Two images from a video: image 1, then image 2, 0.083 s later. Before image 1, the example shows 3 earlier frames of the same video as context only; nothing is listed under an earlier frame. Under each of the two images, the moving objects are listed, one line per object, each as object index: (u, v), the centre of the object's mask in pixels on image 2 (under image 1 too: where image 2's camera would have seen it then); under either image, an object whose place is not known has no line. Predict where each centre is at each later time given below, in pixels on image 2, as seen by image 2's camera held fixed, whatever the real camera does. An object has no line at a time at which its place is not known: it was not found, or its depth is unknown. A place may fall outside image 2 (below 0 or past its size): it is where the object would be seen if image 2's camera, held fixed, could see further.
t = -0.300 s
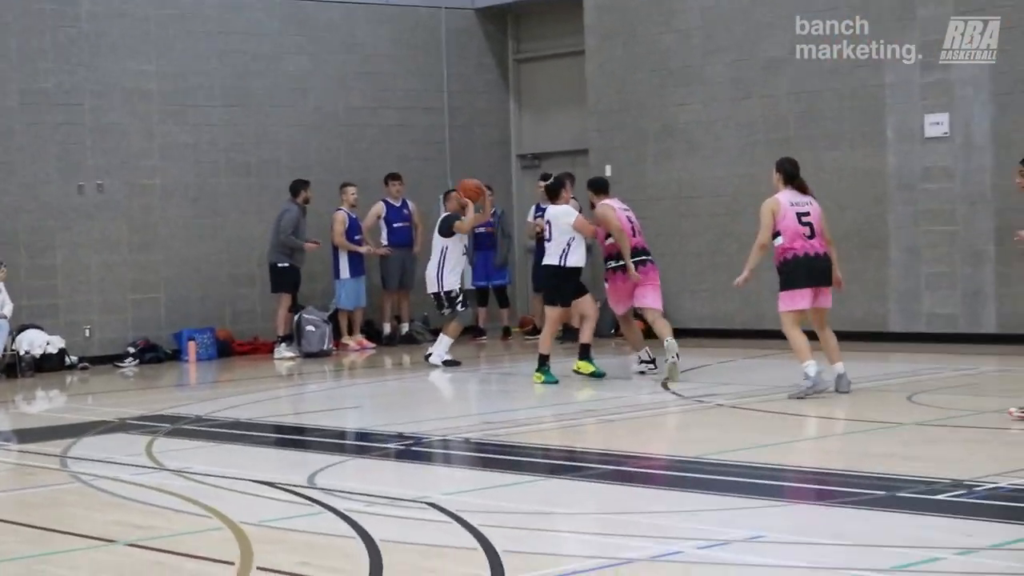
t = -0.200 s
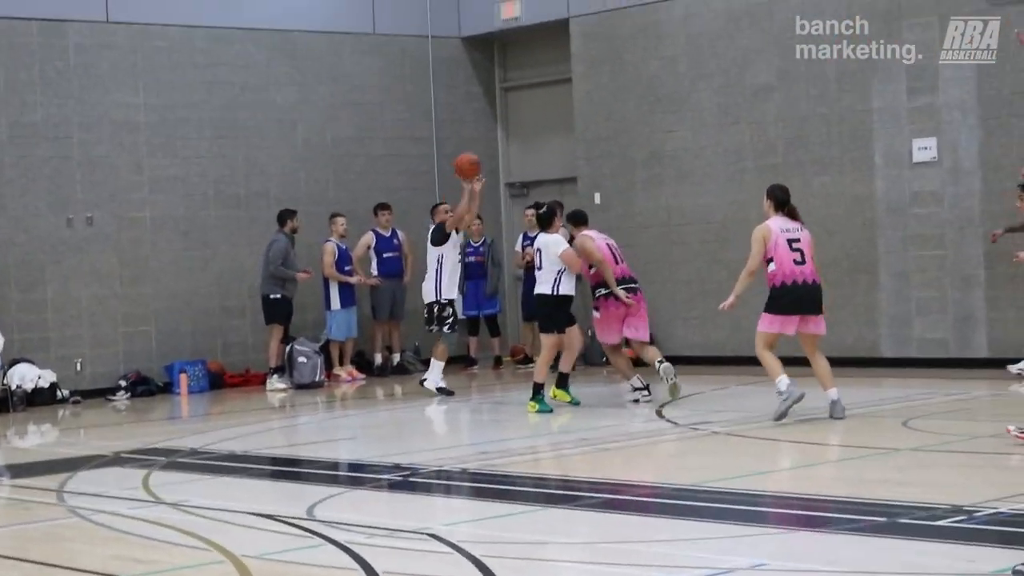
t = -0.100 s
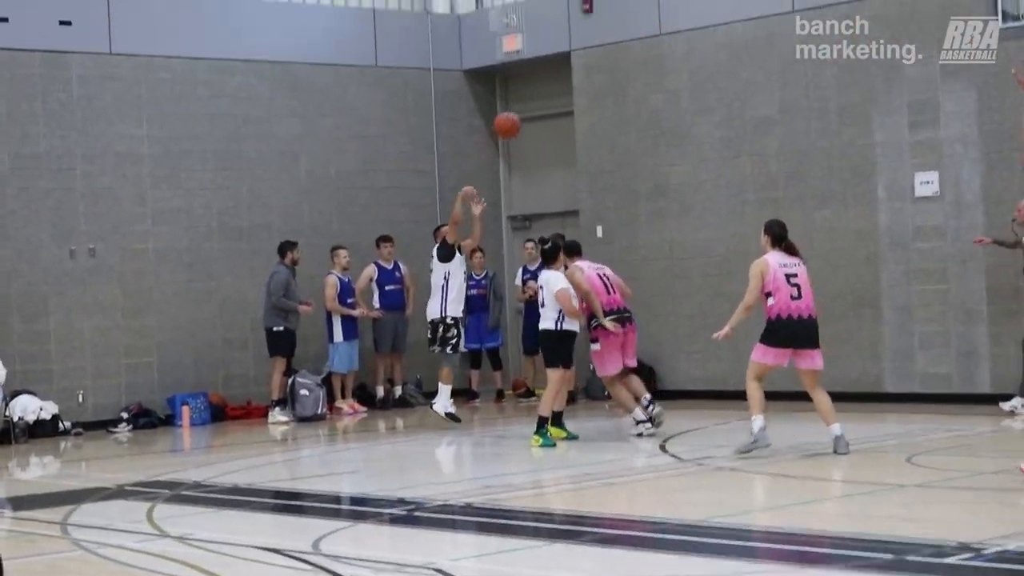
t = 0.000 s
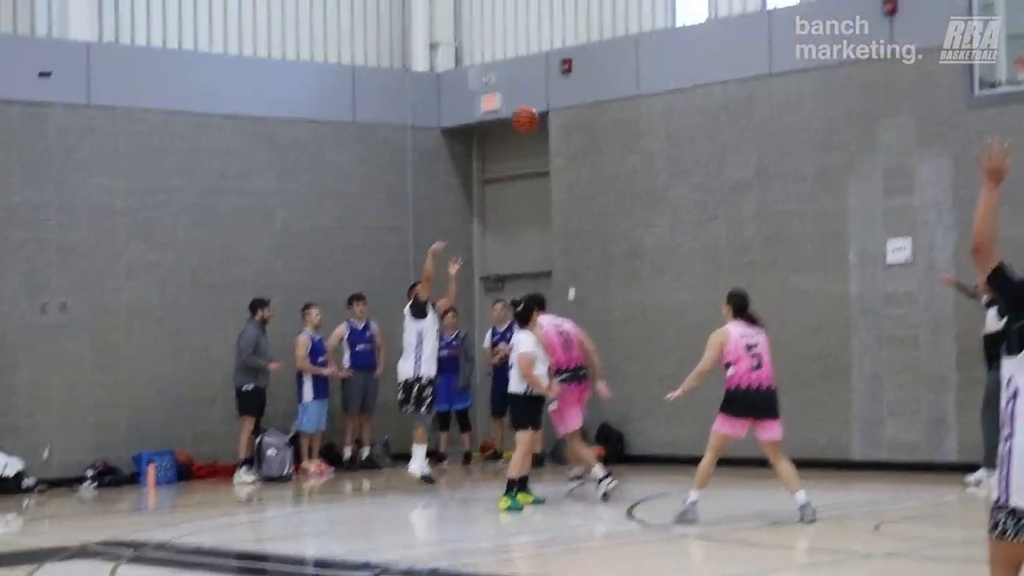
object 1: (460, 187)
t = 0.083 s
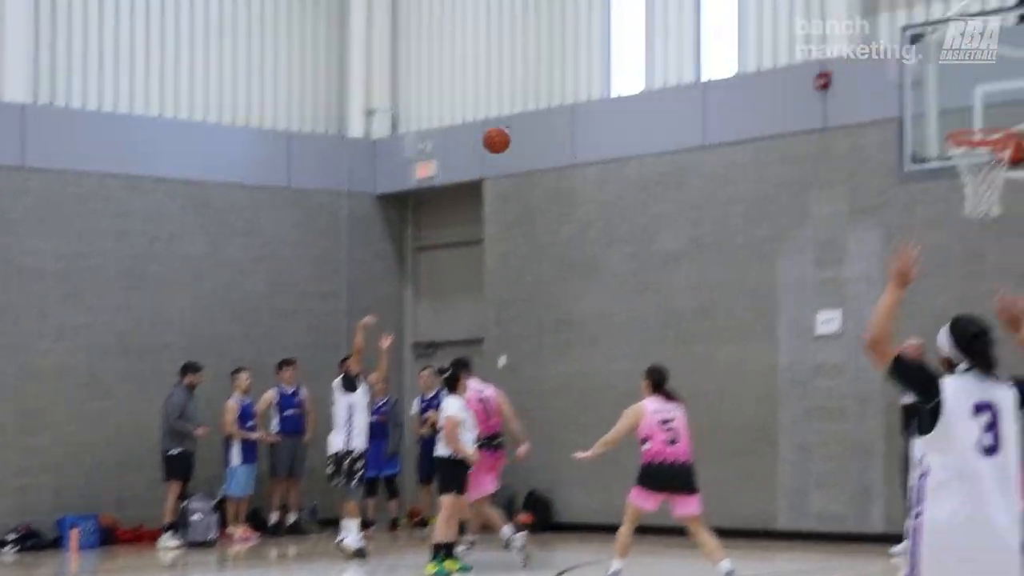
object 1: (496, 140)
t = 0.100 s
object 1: (503, 131)
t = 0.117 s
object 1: (510, 123)
